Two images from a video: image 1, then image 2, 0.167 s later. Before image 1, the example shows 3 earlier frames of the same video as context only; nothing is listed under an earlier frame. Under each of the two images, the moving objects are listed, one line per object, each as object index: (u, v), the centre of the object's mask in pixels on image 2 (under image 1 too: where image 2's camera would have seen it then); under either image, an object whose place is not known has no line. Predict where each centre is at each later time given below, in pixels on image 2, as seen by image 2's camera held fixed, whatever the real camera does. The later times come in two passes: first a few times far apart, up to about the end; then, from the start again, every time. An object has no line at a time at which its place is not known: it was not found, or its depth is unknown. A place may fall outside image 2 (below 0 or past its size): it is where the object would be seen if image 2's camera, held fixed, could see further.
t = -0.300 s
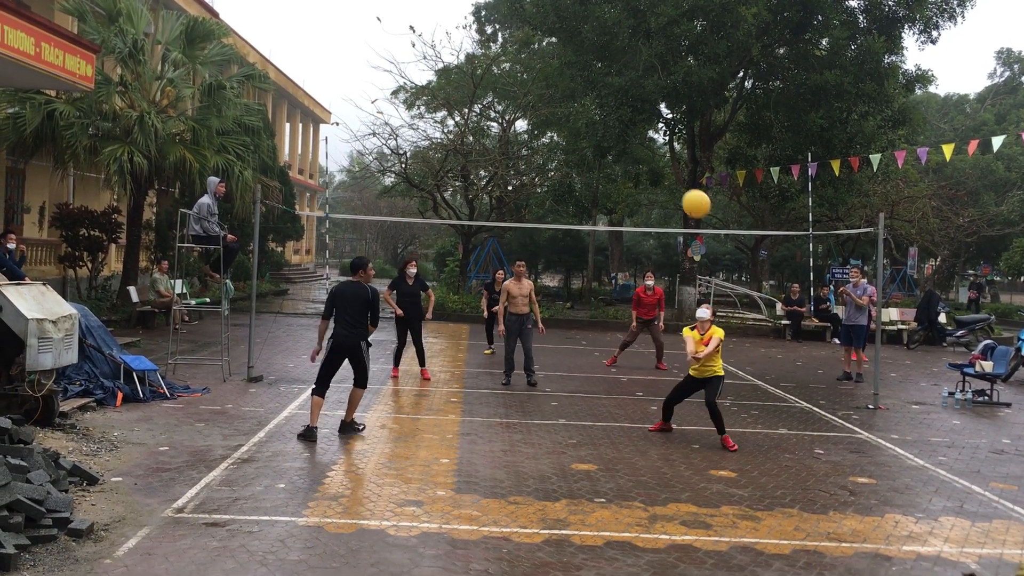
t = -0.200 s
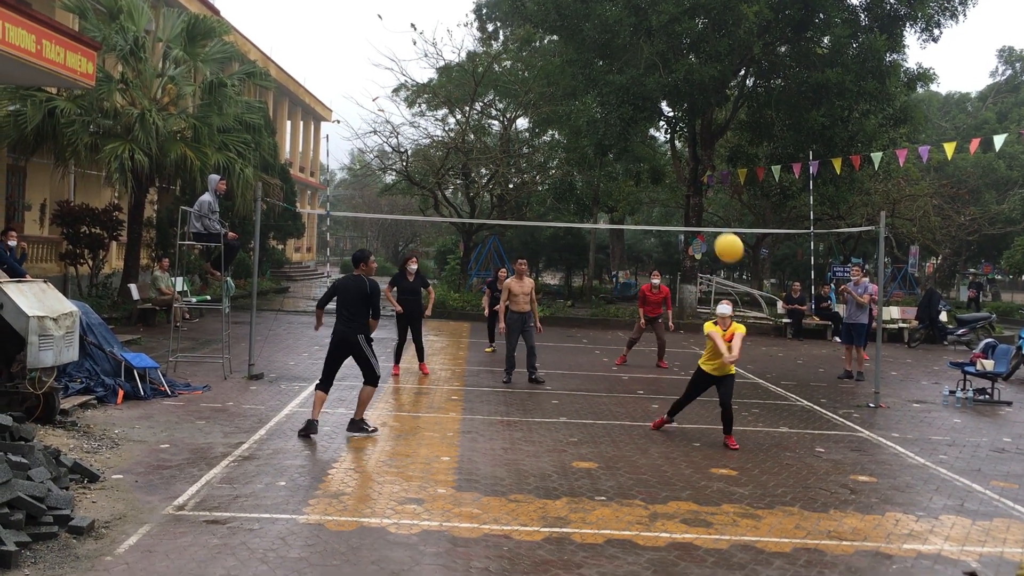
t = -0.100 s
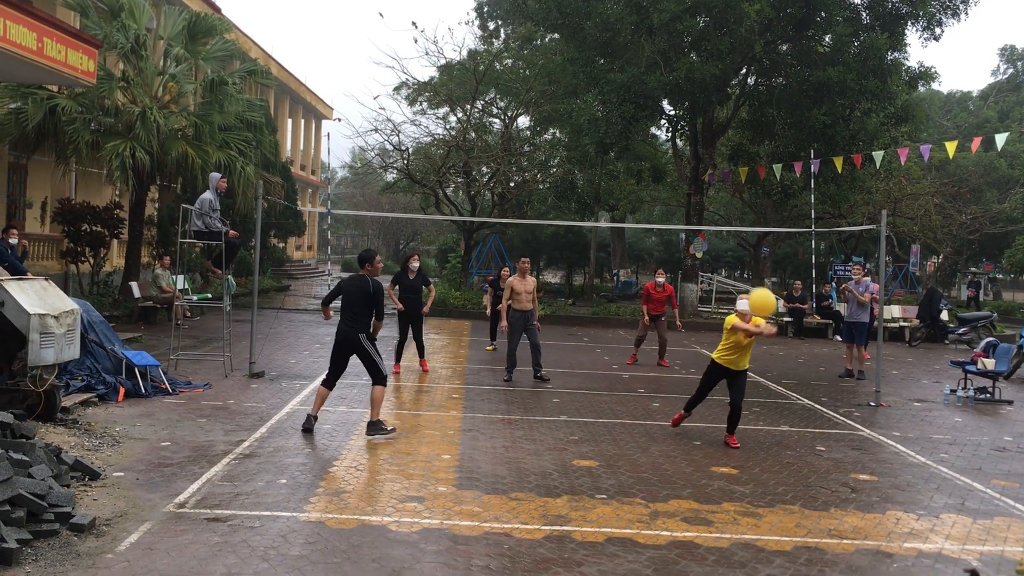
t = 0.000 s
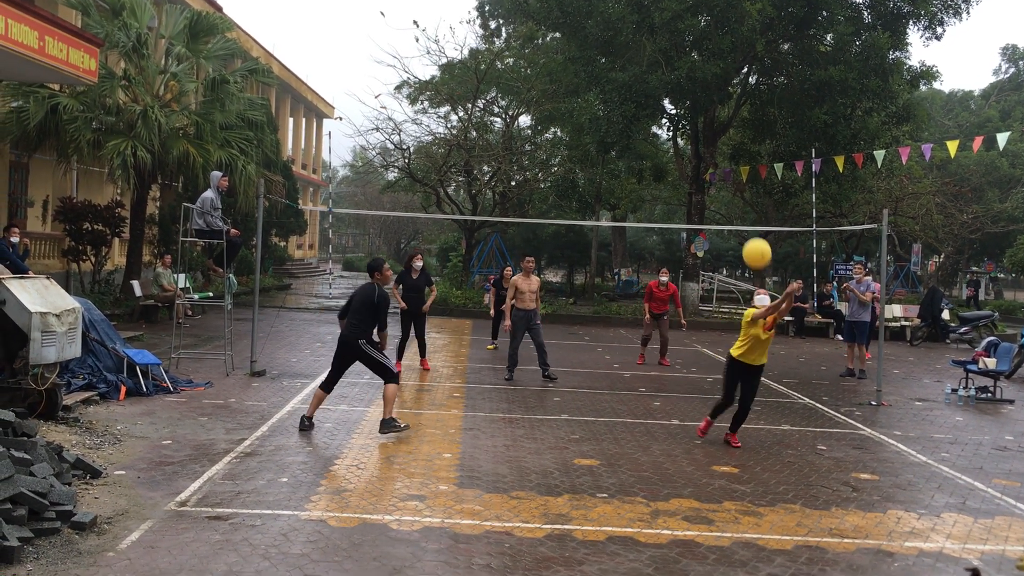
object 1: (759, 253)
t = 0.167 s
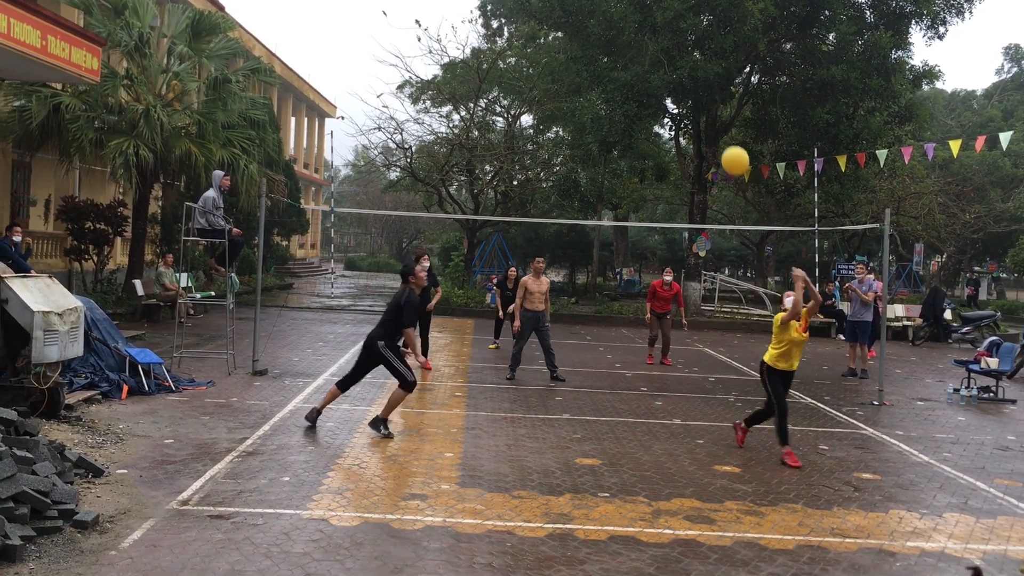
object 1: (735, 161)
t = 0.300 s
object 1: (714, 111)
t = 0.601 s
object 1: (666, 74)
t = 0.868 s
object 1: (623, 119)
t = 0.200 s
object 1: (730, 146)
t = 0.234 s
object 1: (725, 133)
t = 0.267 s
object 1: (720, 121)
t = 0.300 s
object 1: (714, 111)
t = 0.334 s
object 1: (709, 102)
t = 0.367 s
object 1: (704, 94)
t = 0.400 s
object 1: (699, 88)
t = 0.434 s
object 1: (694, 83)
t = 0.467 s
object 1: (688, 78)
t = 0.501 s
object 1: (683, 75)
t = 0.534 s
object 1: (677, 74)
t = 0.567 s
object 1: (672, 74)
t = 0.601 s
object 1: (666, 74)
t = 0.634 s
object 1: (661, 76)
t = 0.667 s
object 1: (656, 79)
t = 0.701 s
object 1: (651, 83)
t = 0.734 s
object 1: (645, 87)
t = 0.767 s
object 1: (639, 94)
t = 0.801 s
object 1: (634, 101)
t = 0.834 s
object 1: (628, 109)
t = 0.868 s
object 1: (623, 119)
